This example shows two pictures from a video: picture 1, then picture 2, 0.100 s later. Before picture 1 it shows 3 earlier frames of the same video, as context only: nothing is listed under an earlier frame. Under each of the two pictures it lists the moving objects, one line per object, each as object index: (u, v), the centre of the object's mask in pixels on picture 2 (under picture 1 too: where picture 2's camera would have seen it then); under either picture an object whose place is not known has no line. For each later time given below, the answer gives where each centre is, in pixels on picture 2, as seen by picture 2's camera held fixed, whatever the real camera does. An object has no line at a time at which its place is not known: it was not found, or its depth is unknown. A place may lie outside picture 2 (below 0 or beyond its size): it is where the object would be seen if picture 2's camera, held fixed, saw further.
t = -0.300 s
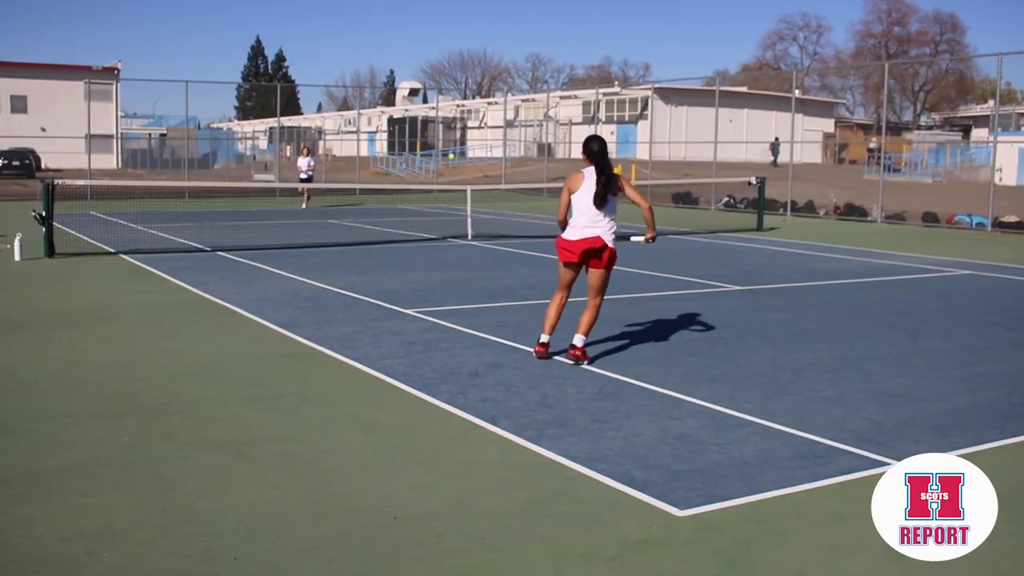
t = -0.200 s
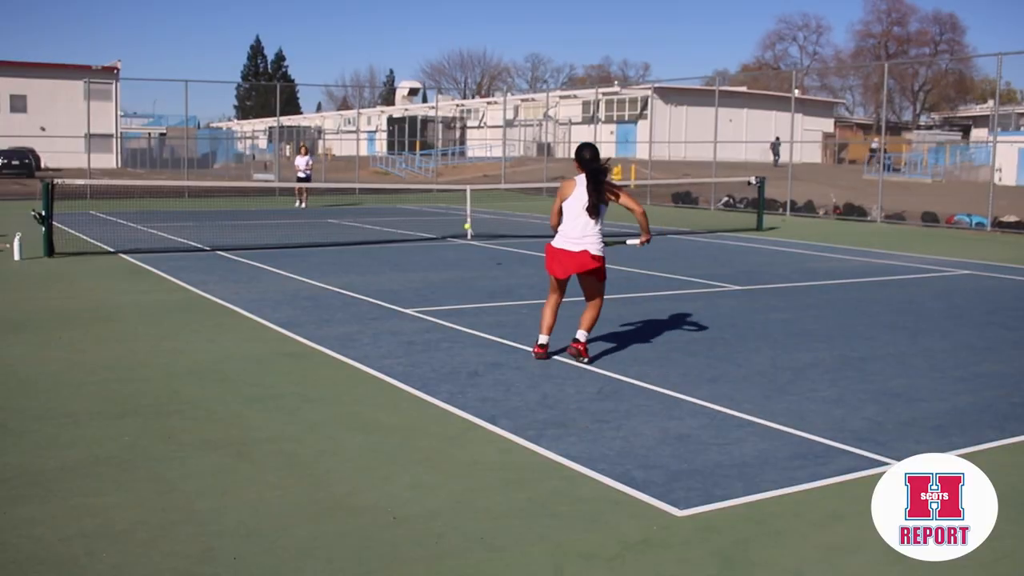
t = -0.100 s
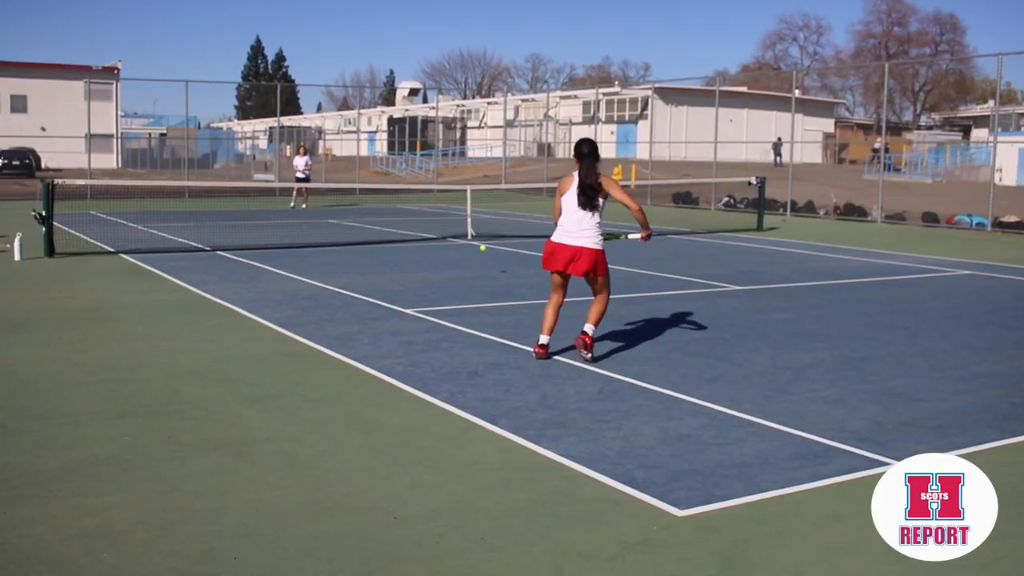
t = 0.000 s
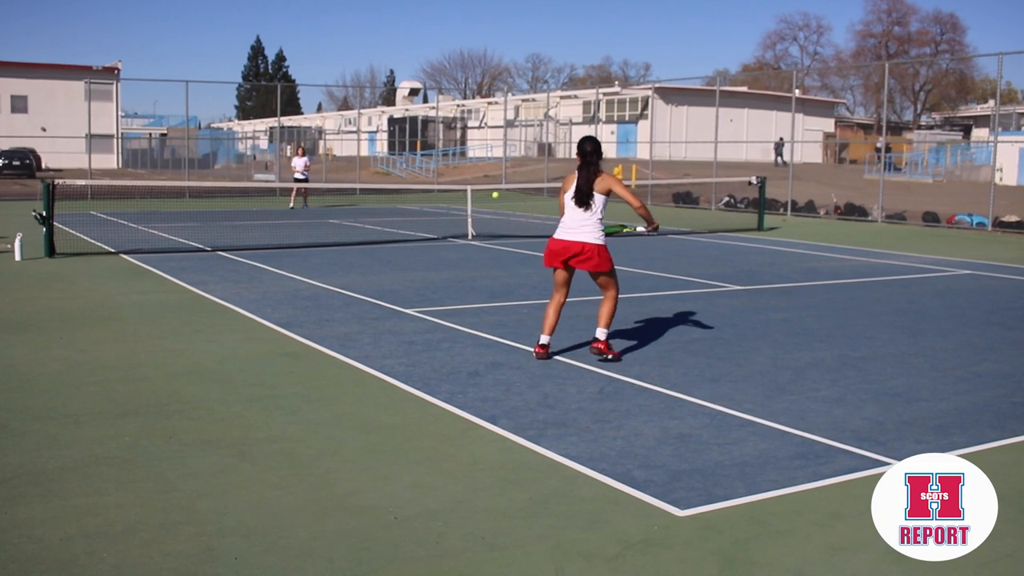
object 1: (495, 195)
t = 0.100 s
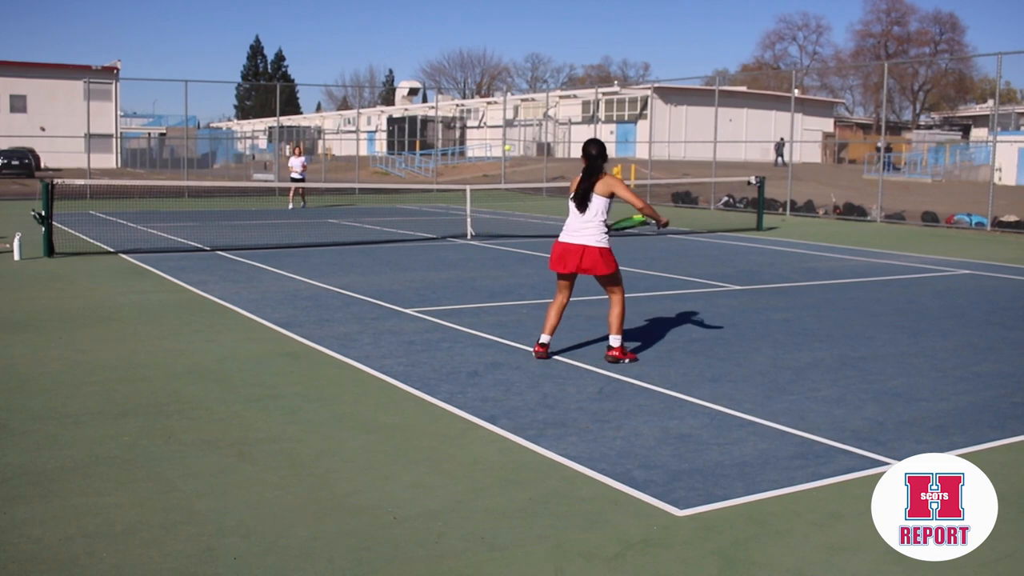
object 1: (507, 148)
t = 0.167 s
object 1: (516, 120)
